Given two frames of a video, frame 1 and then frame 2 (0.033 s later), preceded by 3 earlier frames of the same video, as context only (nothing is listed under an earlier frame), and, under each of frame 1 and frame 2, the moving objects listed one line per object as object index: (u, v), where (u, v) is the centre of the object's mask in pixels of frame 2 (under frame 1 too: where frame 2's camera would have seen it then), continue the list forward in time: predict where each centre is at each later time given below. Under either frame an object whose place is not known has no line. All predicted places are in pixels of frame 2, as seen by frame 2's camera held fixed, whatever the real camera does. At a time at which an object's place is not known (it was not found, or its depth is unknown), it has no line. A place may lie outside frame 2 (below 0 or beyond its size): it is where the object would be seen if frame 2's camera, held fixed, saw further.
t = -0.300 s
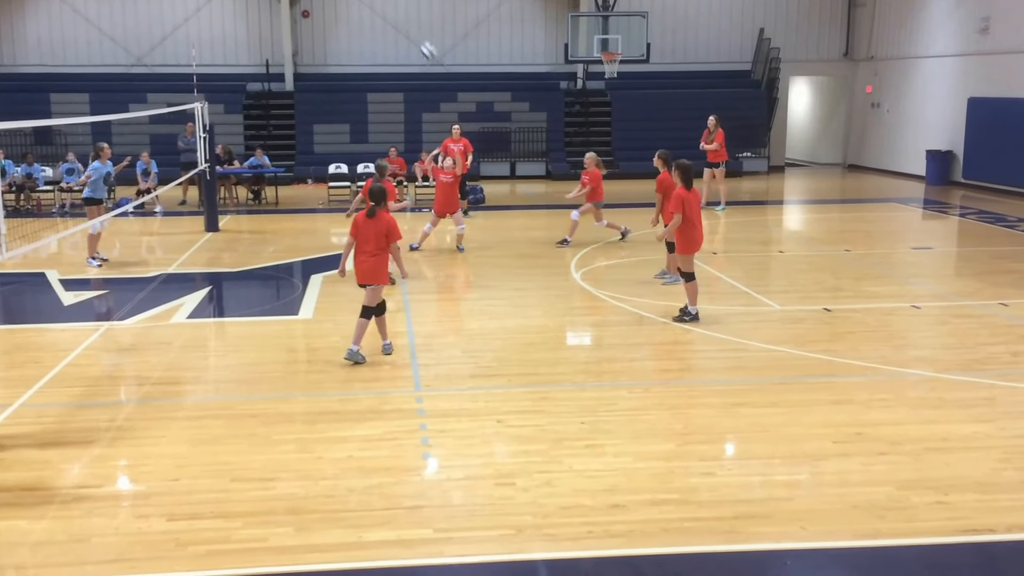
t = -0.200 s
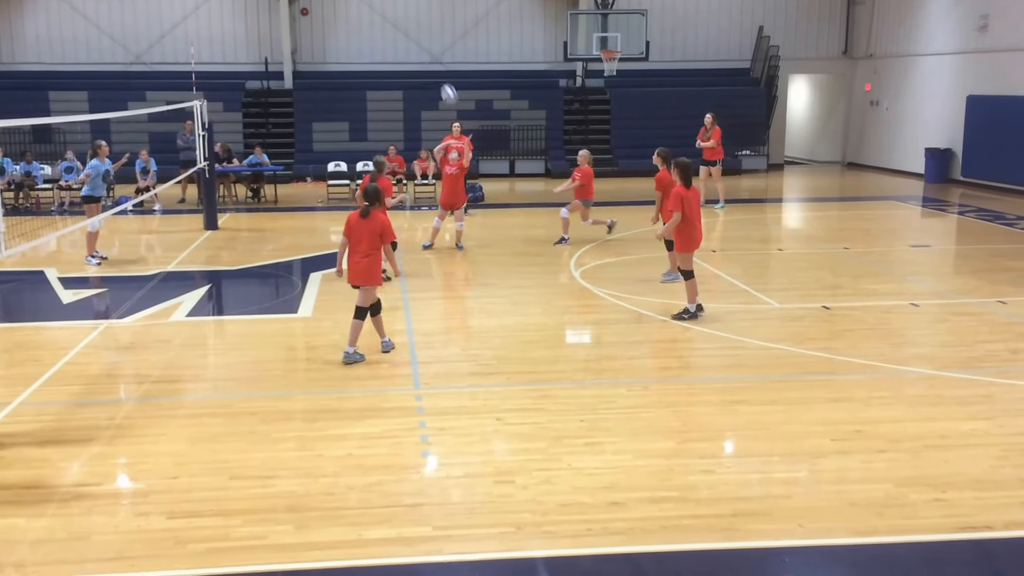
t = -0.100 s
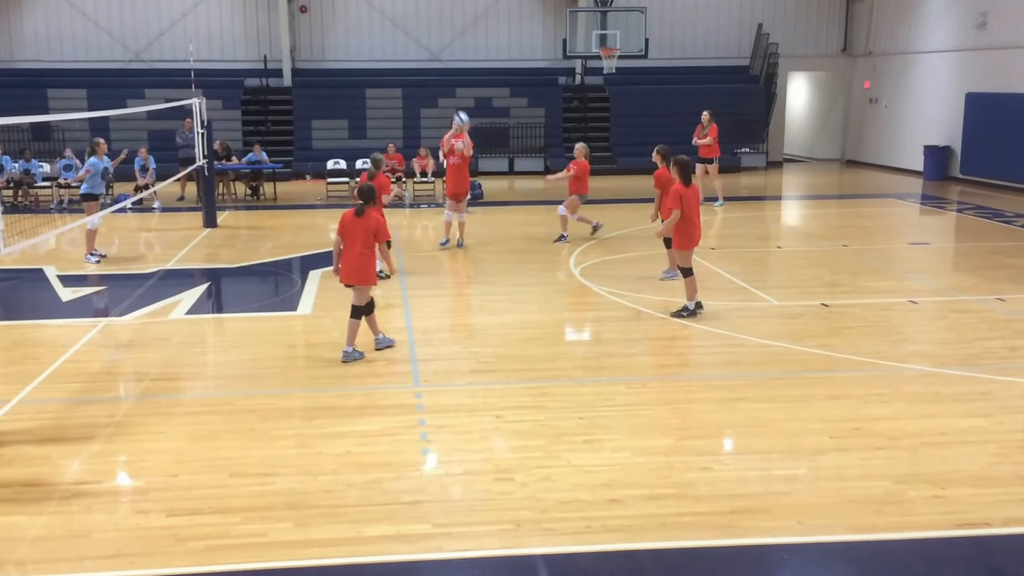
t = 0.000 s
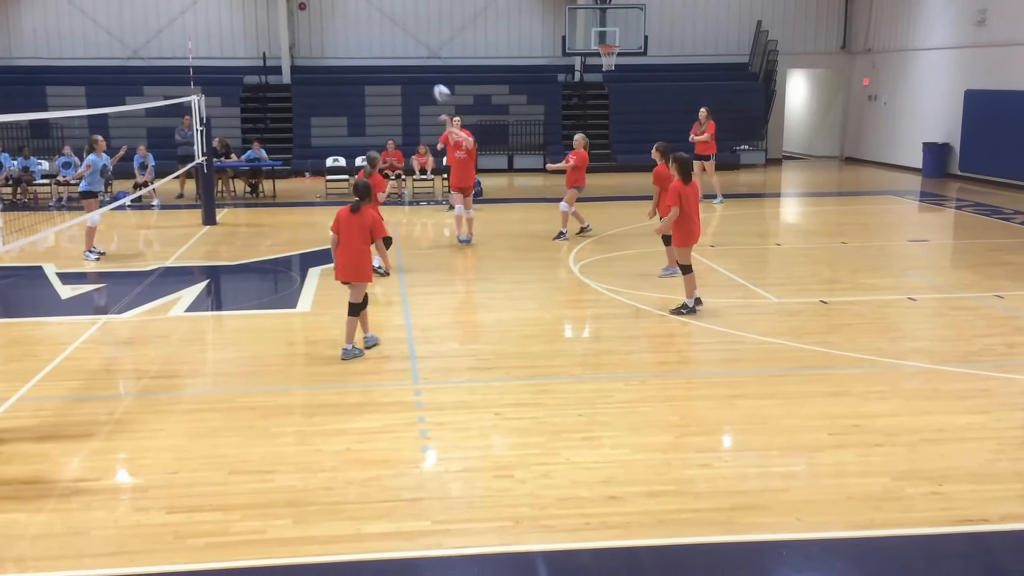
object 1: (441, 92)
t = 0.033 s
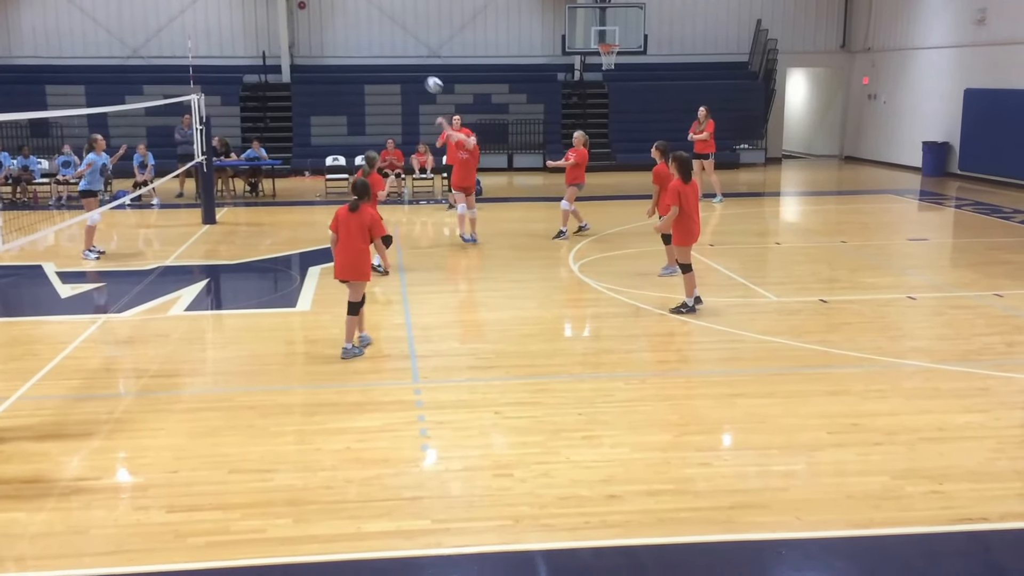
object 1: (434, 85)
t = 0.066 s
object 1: (427, 78)
